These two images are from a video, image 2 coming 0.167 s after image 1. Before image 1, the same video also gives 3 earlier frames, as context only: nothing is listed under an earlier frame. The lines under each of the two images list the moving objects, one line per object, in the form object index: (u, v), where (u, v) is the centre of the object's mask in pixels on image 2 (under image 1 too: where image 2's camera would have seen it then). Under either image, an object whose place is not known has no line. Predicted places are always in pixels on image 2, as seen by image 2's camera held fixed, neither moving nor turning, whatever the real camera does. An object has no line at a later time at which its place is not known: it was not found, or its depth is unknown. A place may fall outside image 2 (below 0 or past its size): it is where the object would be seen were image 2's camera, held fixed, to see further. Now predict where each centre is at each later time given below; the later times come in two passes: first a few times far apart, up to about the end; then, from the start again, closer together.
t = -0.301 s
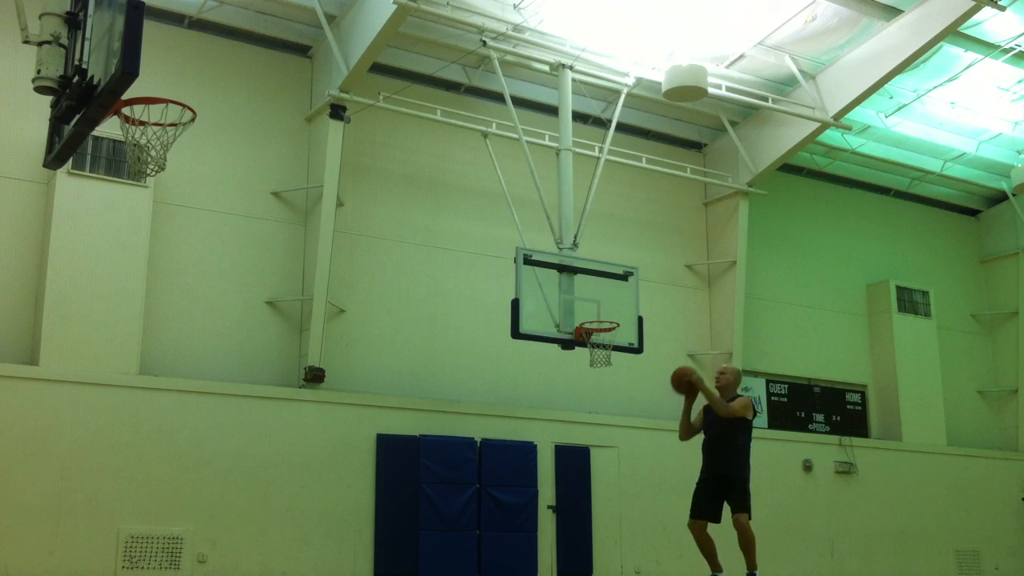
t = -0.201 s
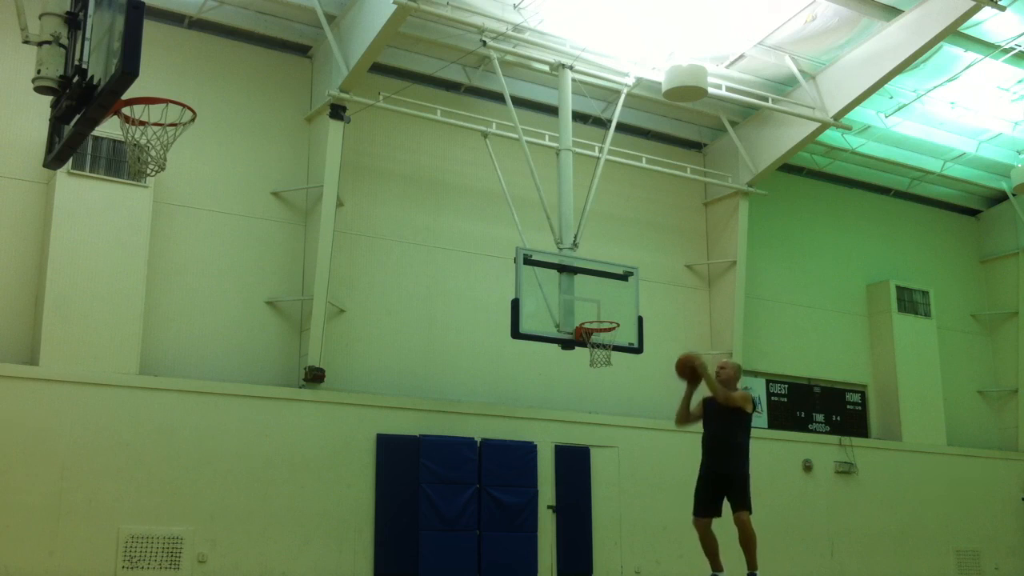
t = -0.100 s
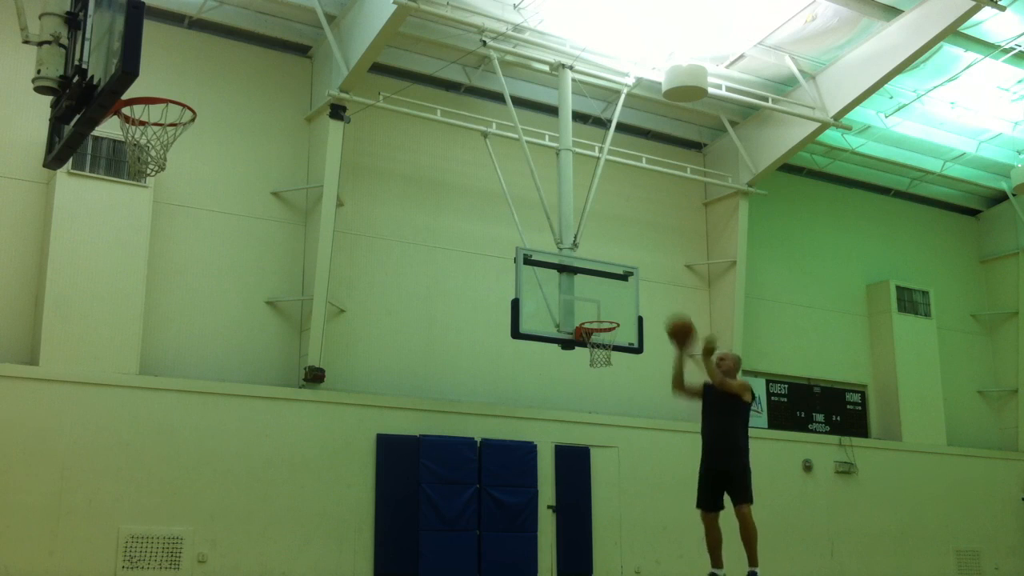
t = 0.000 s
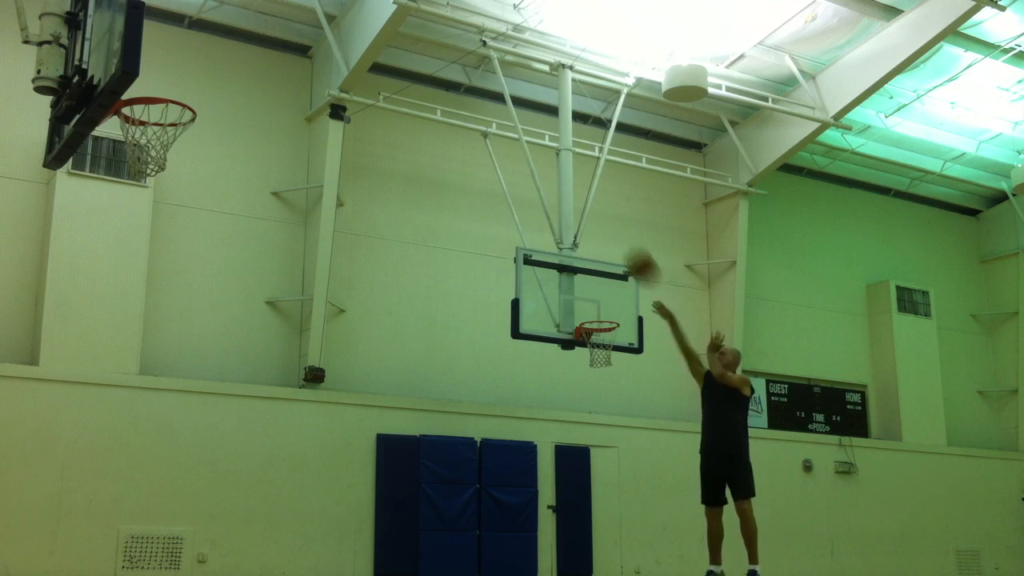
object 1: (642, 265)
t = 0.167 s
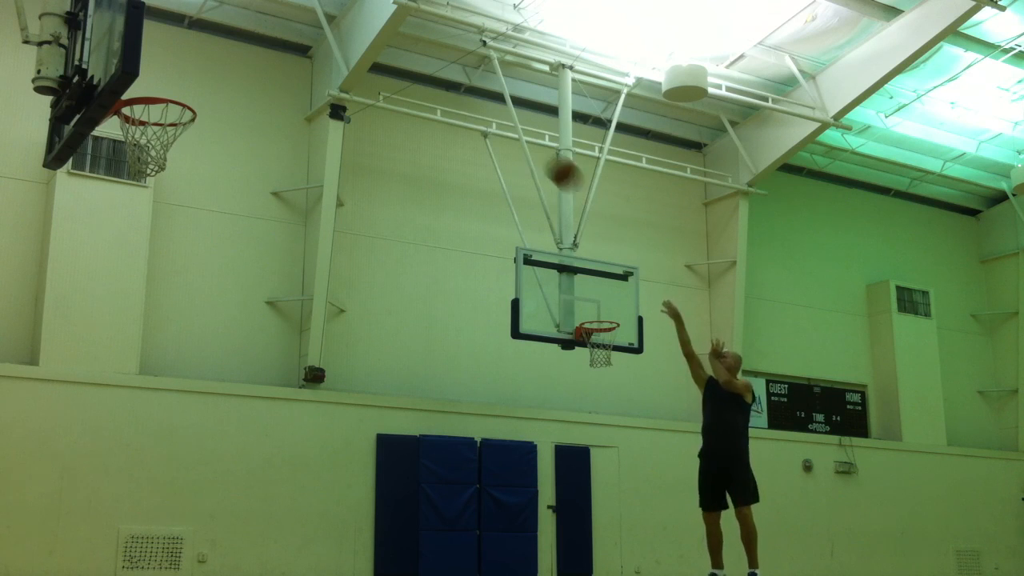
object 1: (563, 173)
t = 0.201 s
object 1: (547, 158)
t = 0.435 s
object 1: (434, 82)
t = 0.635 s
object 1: (321, 63)
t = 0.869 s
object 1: (178, 102)
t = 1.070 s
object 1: (123, 151)
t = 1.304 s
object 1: (158, 188)
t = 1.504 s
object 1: (185, 286)
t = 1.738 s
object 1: (210, 486)
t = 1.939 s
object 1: (232, 493)
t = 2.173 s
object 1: (256, 391)
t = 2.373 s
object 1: (271, 368)
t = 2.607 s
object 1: (285, 414)
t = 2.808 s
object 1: (293, 519)
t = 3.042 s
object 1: (310, 504)
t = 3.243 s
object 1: (327, 462)
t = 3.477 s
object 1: (343, 486)
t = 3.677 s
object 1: (355, 563)
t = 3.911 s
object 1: (371, 513)
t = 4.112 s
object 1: (383, 512)
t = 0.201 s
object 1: (547, 158)
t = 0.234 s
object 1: (532, 143)
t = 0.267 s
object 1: (516, 130)
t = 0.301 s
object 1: (499, 117)
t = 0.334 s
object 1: (483, 105)
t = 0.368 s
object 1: (468, 98)
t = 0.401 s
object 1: (450, 89)
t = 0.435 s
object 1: (434, 82)
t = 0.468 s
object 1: (415, 75)
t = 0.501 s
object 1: (398, 70)
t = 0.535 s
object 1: (379, 67)
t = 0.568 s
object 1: (361, 64)
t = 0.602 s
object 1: (341, 63)
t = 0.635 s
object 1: (321, 63)
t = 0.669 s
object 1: (301, 64)
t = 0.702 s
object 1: (284, 67)
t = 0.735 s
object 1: (261, 72)
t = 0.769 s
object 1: (240, 78)
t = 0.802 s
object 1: (219, 86)
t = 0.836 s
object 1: (198, 94)
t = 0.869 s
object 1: (178, 102)
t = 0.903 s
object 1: (148, 121)
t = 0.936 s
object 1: (129, 130)
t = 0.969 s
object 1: (119, 135)
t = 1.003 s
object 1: (120, 135)
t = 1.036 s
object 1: (120, 150)
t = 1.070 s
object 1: (123, 151)
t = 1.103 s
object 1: (128, 142)
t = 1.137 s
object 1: (131, 156)
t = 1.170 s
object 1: (134, 161)
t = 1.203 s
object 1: (141, 167)
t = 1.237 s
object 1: (148, 173)
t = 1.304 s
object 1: (158, 188)
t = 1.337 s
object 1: (163, 199)
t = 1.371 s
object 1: (168, 213)
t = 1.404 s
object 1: (172, 229)
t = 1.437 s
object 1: (177, 246)
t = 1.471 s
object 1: (181, 266)
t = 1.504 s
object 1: (185, 286)
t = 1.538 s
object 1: (189, 309)
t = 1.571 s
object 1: (193, 333)
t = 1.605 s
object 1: (197, 359)
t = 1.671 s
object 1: (204, 420)
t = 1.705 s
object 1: (207, 452)
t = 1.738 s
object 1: (210, 486)
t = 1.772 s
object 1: (213, 522)
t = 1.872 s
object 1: (224, 538)
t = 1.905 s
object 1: (228, 514)
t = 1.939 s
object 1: (232, 493)
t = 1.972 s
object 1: (236, 474)
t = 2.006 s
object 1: (239, 455)
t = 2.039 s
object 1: (243, 439)
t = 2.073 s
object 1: (246, 425)
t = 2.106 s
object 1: (249, 412)
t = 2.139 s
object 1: (253, 400)
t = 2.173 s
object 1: (256, 391)
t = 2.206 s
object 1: (258, 382)
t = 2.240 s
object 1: (261, 376)
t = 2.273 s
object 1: (264, 372)
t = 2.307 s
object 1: (266, 369)
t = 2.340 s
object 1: (269, 367)
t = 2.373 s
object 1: (271, 368)
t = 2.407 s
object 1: (273, 369)
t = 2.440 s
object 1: (275, 373)
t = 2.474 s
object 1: (277, 378)
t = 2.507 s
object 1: (279, 384)
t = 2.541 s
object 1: (281, 392)
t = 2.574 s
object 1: (283, 402)
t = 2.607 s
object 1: (285, 414)
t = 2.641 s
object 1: (286, 427)
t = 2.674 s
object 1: (288, 443)
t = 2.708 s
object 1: (289, 459)
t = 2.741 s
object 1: (290, 477)
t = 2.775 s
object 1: (292, 497)
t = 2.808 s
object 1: (293, 519)
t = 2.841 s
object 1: (294, 544)
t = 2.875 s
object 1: (295, 564)
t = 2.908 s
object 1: (298, 561)
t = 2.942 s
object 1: (301, 547)
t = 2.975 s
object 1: (304, 531)
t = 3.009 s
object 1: (307, 516)
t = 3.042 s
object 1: (310, 504)
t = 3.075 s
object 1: (313, 493)
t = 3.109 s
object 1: (316, 483)
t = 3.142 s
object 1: (319, 476)
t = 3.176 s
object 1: (322, 470)
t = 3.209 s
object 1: (324, 465)
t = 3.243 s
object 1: (327, 462)
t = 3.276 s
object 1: (330, 461)
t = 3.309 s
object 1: (332, 461)
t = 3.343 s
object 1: (334, 463)
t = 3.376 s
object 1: (337, 466)
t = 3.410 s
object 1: (339, 471)
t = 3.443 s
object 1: (341, 477)
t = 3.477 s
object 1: (343, 486)
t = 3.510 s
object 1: (345, 495)
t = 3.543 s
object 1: (347, 506)
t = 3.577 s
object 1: (349, 520)
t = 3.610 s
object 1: (351, 535)
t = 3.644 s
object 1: (353, 551)
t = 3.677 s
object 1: (355, 563)
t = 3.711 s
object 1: (357, 563)
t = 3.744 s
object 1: (359, 555)
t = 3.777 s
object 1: (361, 543)
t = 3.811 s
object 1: (363, 533)
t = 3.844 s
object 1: (366, 525)
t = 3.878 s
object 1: (368, 518)
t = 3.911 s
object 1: (371, 513)
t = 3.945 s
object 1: (373, 509)
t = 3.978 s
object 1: (375, 506)
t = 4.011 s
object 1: (377, 506)
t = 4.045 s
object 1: (379, 506)
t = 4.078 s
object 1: (381, 508)
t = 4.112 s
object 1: (383, 512)
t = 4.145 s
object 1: (385, 518)
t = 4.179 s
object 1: (387, 525)
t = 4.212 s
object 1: (389, 533)
